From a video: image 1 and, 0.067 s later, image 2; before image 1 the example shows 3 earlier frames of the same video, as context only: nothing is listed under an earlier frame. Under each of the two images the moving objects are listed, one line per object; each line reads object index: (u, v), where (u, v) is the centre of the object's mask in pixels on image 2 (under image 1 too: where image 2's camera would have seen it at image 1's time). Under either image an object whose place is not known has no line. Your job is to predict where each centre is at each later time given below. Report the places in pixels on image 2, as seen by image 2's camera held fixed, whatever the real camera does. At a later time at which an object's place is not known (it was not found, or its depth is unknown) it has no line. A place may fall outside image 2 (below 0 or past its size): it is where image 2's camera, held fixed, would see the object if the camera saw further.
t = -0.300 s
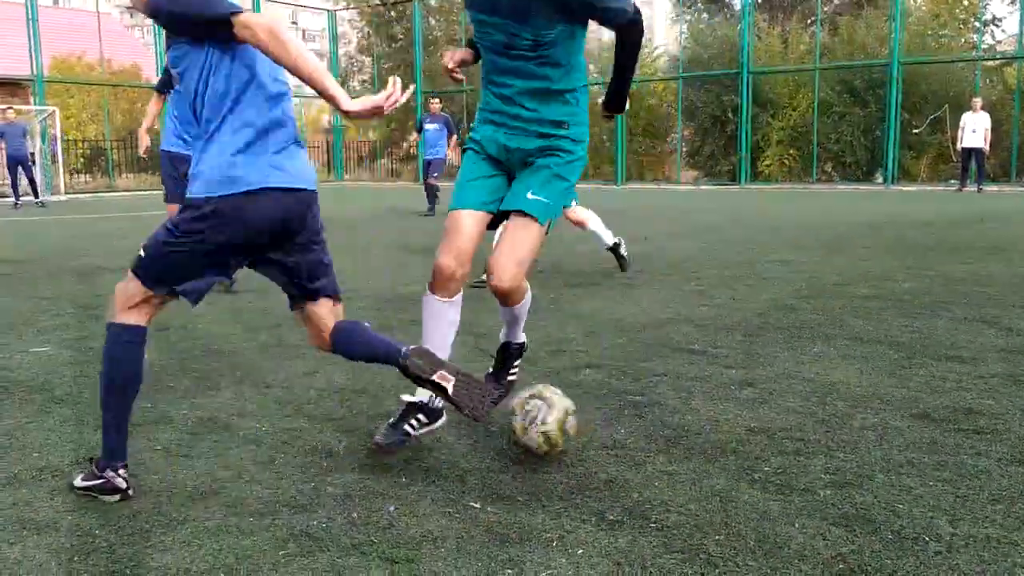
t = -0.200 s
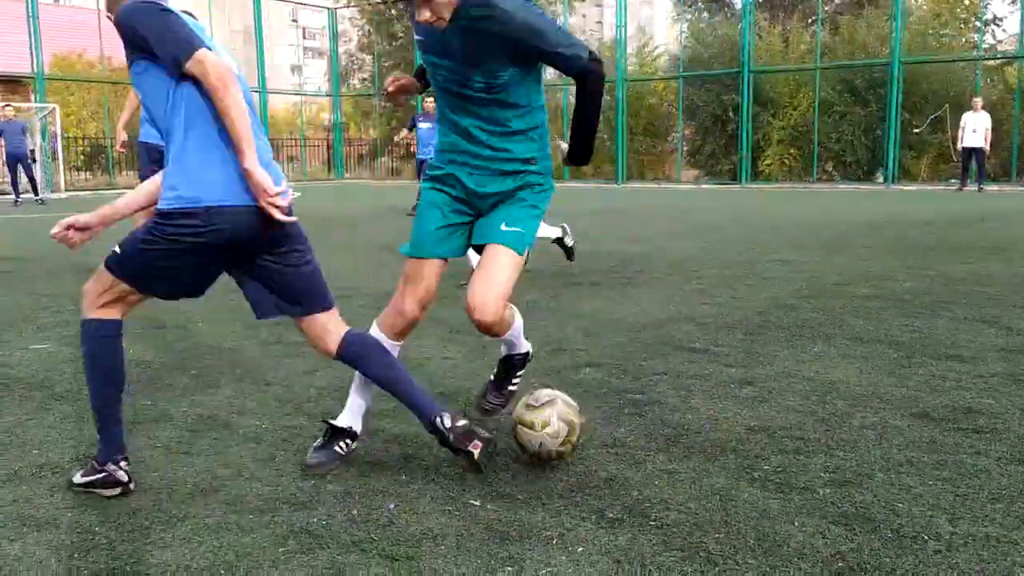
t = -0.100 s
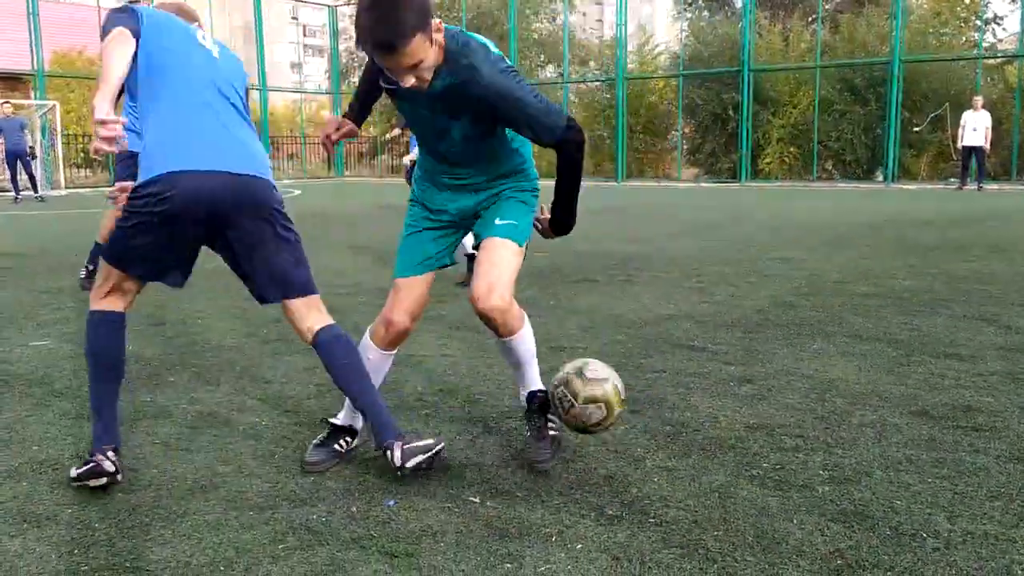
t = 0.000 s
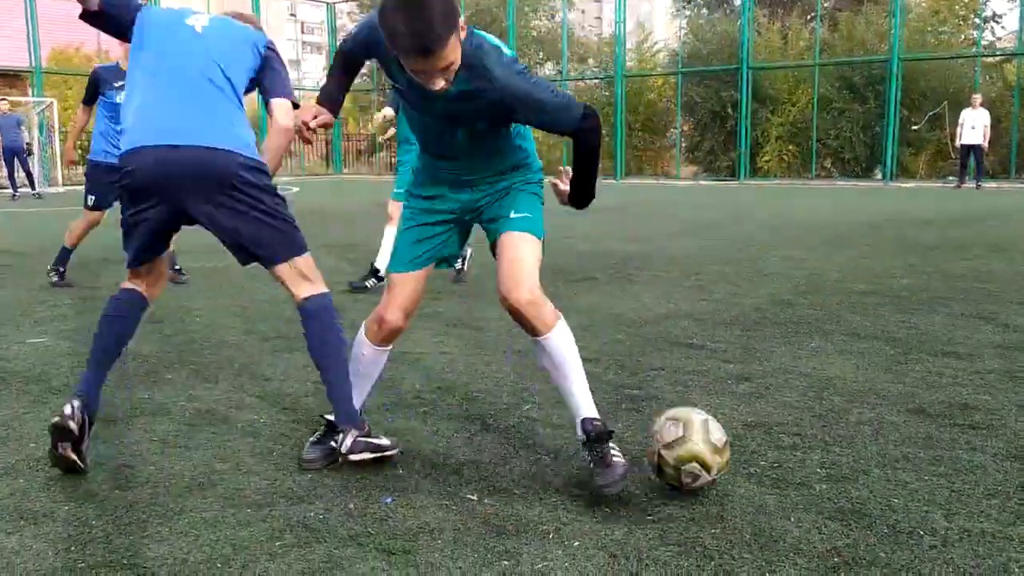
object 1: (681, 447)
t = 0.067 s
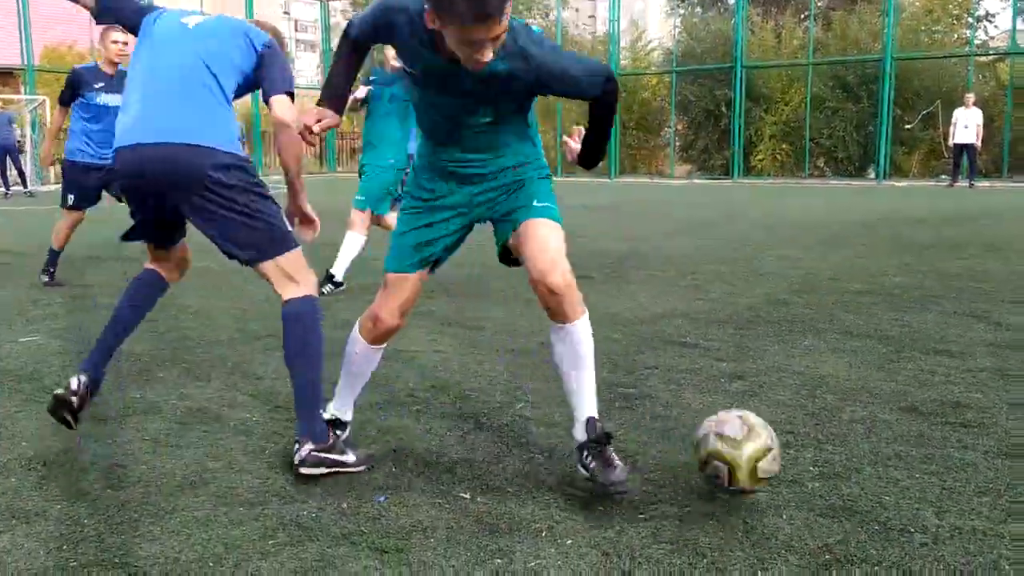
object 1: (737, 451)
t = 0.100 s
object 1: (762, 447)
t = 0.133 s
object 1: (788, 448)
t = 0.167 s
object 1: (815, 452)
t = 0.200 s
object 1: (843, 461)
